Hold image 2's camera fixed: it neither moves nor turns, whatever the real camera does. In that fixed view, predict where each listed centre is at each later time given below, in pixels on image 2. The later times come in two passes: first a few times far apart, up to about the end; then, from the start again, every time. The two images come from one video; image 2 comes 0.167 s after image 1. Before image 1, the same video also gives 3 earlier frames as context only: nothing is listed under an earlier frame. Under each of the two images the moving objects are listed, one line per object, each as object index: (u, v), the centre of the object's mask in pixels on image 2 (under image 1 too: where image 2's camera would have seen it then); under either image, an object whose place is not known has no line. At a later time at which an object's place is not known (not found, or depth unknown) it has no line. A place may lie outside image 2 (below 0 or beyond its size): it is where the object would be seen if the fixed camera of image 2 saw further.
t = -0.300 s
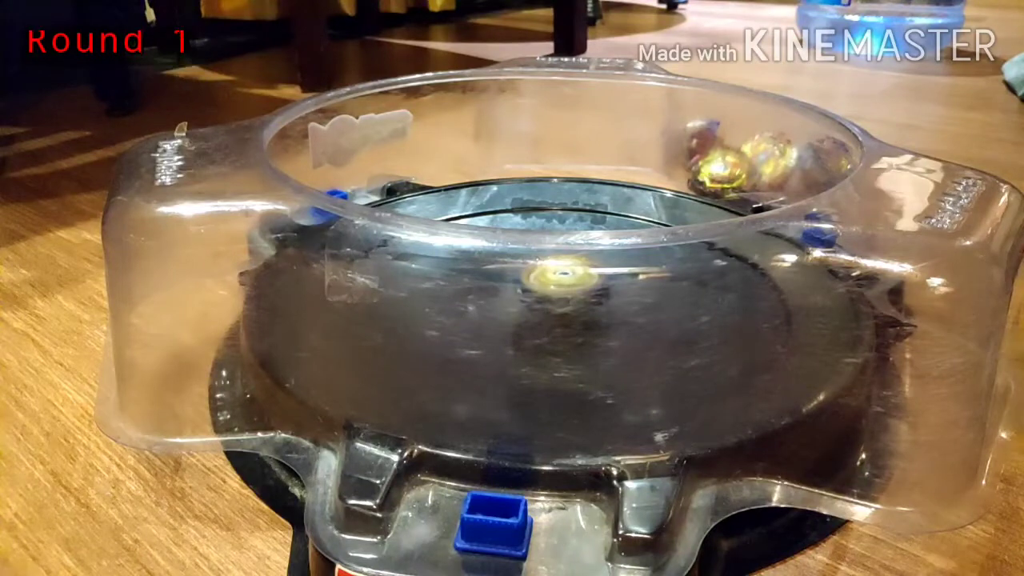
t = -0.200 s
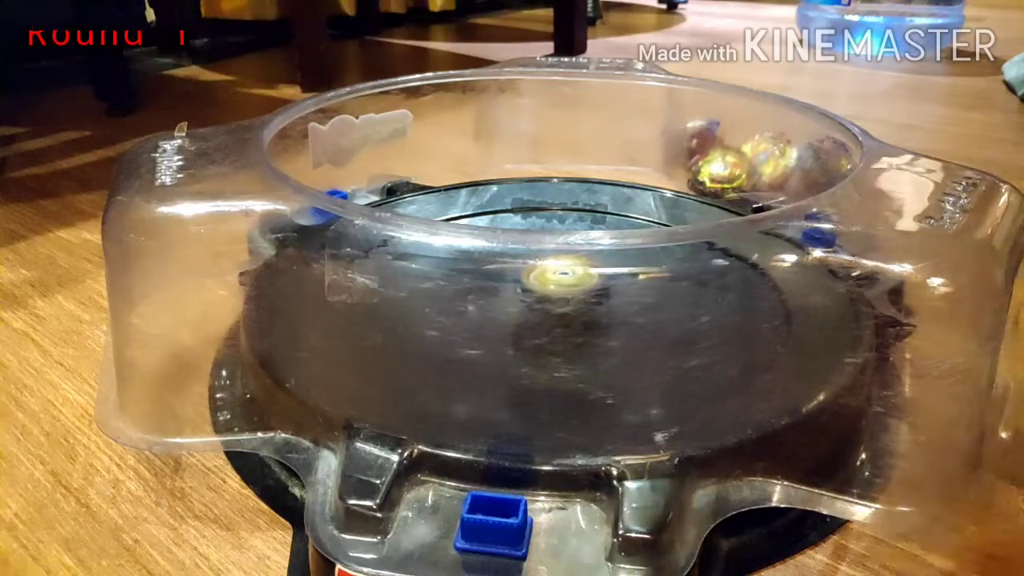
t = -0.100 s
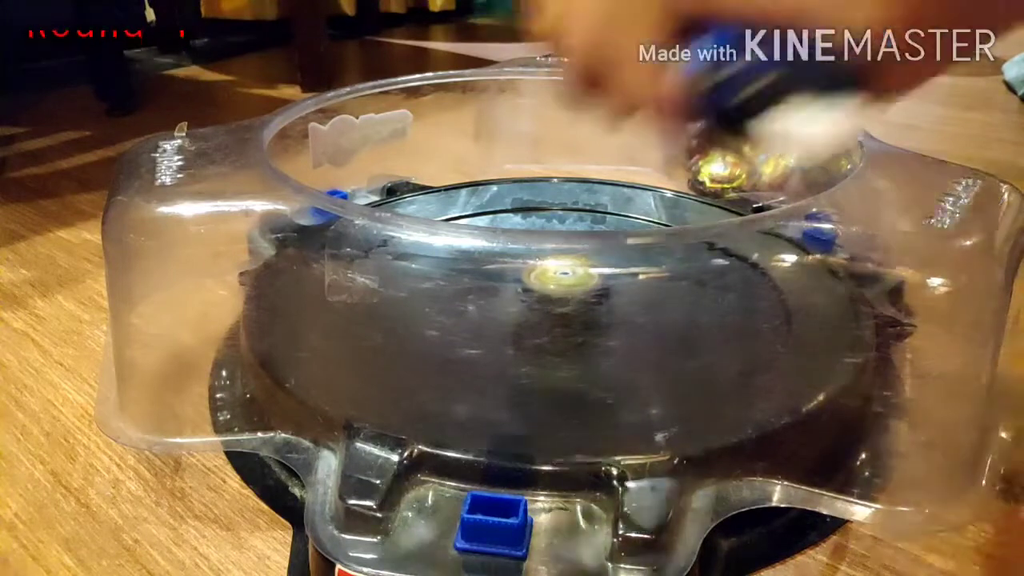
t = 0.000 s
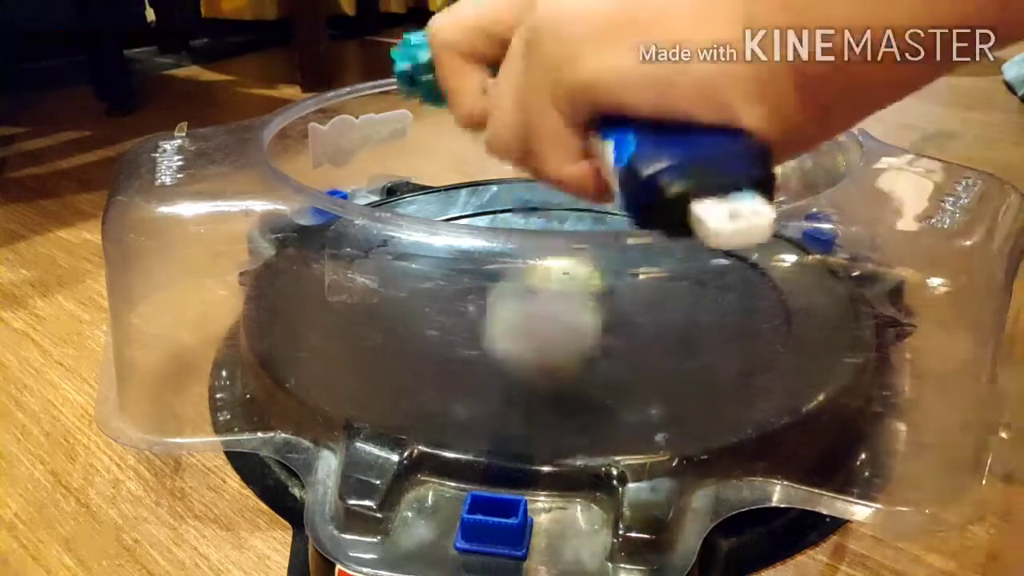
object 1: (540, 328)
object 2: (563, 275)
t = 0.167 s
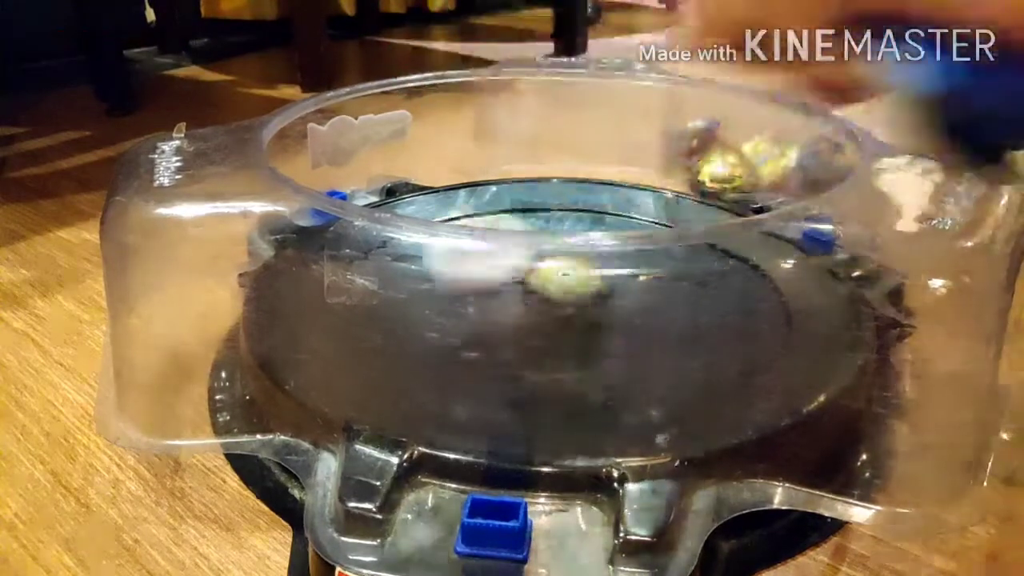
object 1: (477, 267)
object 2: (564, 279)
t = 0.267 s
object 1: (389, 264)
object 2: (616, 267)
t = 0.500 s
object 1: (368, 292)
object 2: (657, 262)
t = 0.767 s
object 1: (569, 327)
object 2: (614, 274)
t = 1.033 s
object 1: (556, 307)
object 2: (591, 261)
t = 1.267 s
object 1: (470, 275)
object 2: (600, 253)
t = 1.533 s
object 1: (421, 278)
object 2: (578, 268)
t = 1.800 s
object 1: (447, 290)
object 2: (558, 280)
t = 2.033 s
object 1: (452, 290)
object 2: (561, 285)
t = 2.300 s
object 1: (482, 295)
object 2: (592, 277)
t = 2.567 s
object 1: (486, 304)
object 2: (659, 263)
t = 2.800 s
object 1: (494, 303)
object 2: (668, 266)
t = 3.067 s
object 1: (483, 295)
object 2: (654, 260)
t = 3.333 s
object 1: (409, 303)
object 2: (650, 256)
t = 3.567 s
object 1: (459, 314)
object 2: (574, 268)
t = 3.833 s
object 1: (496, 300)
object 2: (517, 261)
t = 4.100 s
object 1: (550, 294)
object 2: (504, 248)
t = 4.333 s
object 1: (611, 277)
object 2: (505, 254)
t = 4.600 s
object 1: (625, 274)
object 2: (522, 273)
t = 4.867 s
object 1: (622, 269)
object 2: (549, 295)
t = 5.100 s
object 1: (627, 270)
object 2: (567, 321)
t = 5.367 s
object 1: (628, 282)
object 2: (579, 320)
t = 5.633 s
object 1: (626, 213)
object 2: (525, 337)
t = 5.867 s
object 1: (549, 205)
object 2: (533, 301)
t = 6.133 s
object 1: (523, 210)
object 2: (550, 266)
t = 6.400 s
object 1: (520, 212)
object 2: (597, 263)
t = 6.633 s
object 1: (531, 221)
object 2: (597, 273)
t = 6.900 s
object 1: (504, 224)
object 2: (620, 287)
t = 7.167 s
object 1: (493, 264)
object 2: (647, 288)
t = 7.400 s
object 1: (480, 263)
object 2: (657, 289)
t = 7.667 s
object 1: (489, 251)
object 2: (633, 286)
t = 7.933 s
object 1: (506, 265)
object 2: (607, 274)
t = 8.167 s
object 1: (485, 267)
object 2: (623, 272)
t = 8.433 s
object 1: (448, 270)
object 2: (617, 273)
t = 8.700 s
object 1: (439, 269)
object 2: (578, 273)
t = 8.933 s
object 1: (445, 270)
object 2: (566, 278)
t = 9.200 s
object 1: (435, 270)
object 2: (595, 282)
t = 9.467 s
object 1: (421, 270)
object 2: (622, 280)
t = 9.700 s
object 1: (427, 274)
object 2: (622, 273)
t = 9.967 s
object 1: (448, 284)
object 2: (585, 269)
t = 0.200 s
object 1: (454, 286)
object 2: (571, 279)
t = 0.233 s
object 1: (424, 269)
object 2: (591, 270)
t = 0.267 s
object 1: (389, 264)
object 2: (616, 267)
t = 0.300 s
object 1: (365, 275)
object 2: (632, 265)
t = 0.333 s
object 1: (349, 272)
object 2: (649, 260)
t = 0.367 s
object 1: (340, 272)
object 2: (655, 260)
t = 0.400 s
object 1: (337, 275)
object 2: (659, 260)
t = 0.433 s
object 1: (343, 278)
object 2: (660, 259)
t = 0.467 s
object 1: (352, 287)
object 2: (660, 260)
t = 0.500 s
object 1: (368, 292)
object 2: (657, 262)
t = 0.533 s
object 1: (389, 300)
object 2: (656, 262)
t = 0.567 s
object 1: (415, 312)
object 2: (653, 264)
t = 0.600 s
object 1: (441, 319)
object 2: (647, 266)
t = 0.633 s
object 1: (469, 325)
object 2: (640, 268)
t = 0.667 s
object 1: (498, 328)
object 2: (633, 270)
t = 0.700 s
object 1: (525, 330)
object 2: (628, 273)
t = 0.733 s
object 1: (549, 328)
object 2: (622, 274)
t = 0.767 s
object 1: (569, 327)
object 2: (614, 274)
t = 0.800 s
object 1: (583, 326)
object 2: (607, 274)
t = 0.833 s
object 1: (594, 323)
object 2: (602, 272)
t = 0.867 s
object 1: (597, 323)
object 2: (597, 270)
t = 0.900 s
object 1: (594, 324)
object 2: (595, 267)
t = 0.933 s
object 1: (588, 321)
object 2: (591, 265)
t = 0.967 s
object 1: (579, 318)
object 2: (591, 262)
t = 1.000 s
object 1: (568, 313)
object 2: (591, 261)
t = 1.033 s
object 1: (556, 307)
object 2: (591, 261)
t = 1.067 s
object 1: (544, 302)
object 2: (591, 261)
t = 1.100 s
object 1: (532, 295)
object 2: (591, 260)
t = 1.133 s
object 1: (514, 287)
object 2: (592, 261)
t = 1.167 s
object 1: (499, 281)
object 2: (593, 259)
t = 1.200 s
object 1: (488, 277)
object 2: (597, 253)
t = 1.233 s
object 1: (480, 276)
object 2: (598, 253)
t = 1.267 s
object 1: (470, 275)
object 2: (600, 253)
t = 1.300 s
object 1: (460, 274)
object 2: (598, 259)
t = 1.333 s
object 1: (450, 276)
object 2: (596, 260)
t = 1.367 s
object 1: (437, 275)
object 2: (594, 261)
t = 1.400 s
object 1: (426, 275)
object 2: (592, 261)
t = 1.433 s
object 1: (417, 277)
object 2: (588, 263)
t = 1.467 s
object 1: (414, 278)
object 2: (586, 264)
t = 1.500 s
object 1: (415, 278)
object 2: (581, 266)
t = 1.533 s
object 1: (421, 278)
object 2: (578, 268)
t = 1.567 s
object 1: (430, 281)
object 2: (574, 268)
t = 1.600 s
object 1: (436, 282)
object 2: (572, 270)
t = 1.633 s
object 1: (442, 283)
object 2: (569, 270)
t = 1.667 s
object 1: (445, 285)
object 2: (566, 271)
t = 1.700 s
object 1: (447, 287)
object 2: (564, 273)
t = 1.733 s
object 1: (448, 289)
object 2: (561, 275)
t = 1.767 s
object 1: (447, 290)
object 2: (559, 277)
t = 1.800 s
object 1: (447, 290)
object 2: (558, 280)
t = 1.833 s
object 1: (448, 291)
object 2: (558, 281)
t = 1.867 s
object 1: (448, 291)
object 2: (557, 283)
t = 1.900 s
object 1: (449, 292)
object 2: (557, 283)
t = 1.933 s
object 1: (449, 291)
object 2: (558, 284)
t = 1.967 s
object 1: (448, 291)
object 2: (559, 284)
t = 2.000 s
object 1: (449, 290)
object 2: (560, 285)
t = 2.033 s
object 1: (452, 290)
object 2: (561, 285)
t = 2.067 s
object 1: (454, 289)
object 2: (563, 285)
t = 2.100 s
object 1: (457, 287)
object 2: (565, 285)
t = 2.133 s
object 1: (453, 287)
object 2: (574, 286)
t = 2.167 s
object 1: (451, 288)
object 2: (582, 284)
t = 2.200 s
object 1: (455, 290)
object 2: (586, 281)
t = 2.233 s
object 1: (462, 293)
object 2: (589, 280)
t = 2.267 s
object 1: (474, 295)
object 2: (592, 279)
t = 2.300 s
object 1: (482, 295)
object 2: (592, 277)
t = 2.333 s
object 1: (490, 295)
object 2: (593, 277)
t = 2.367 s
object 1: (498, 296)
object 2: (594, 276)
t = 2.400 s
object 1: (505, 297)
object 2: (597, 276)
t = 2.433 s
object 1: (497, 297)
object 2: (616, 272)
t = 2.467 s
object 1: (491, 299)
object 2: (629, 271)
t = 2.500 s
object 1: (488, 301)
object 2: (642, 266)
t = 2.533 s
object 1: (487, 304)
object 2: (651, 264)
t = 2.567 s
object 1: (486, 304)
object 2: (659, 263)
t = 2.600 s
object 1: (486, 304)
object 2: (664, 263)
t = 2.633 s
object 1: (486, 304)
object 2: (668, 262)
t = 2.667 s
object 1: (486, 305)
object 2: (670, 263)
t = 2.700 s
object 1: (487, 305)
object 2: (671, 264)
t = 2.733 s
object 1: (488, 304)
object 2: (672, 264)
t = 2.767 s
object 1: (490, 305)
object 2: (670, 265)
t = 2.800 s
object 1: (494, 303)
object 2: (668, 266)
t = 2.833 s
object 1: (498, 302)
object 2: (664, 267)
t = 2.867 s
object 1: (505, 300)
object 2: (656, 268)
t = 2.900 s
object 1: (512, 300)
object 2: (649, 268)
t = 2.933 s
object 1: (520, 300)
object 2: (642, 269)
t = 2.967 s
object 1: (531, 299)
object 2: (636, 269)
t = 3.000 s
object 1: (538, 296)
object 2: (628, 270)
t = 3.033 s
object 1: (515, 295)
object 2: (641, 268)
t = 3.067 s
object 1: (483, 295)
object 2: (654, 260)
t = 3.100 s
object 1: (455, 295)
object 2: (665, 258)
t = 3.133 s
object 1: (434, 296)
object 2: (671, 254)
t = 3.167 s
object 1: (423, 296)
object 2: (674, 245)
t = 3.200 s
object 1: (416, 297)
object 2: (674, 245)
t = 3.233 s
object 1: (410, 299)
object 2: (673, 246)
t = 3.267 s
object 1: (408, 300)
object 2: (668, 246)
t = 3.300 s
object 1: (408, 301)
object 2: (661, 248)
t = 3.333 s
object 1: (409, 303)
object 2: (650, 256)
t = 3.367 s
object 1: (415, 308)
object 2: (644, 257)
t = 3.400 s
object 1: (418, 310)
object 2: (633, 258)
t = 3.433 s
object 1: (425, 313)
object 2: (625, 259)
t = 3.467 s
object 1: (431, 313)
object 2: (612, 261)
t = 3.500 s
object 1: (440, 314)
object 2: (598, 266)
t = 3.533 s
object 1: (449, 314)
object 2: (583, 267)
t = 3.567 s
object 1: (459, 314)
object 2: (574, 268)
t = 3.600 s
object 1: (467, 313)
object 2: (563, 268)
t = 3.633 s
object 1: (474, 311)
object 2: (555, 268)
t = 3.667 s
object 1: (479, 309)
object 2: (546, 268)
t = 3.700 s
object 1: (481, 307)
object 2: (538, 267)
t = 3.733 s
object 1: (484, 304)
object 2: (534, 265)
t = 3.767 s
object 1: (489, 301)
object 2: (525, 263)
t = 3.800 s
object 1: (493, 299)
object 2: (520, 261)
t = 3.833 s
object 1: (496, 300)
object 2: (517, 261)
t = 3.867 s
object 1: (501, 299)
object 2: (516, 253)
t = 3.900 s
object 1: (506, 299)
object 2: (511, 250)
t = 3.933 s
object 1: (513, 301)
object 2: (506, 248)
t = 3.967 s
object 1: (521, 300)
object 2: (506, 247)
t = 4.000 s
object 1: (533, 300)
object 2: (501, 257)
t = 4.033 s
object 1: (543, 299)
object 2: (504, 247)
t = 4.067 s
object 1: (548, 297)
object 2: (500, 259)
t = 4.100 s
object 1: (550, 294)
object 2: (504, 248)
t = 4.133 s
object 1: (557, 293)
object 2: (501, 259)
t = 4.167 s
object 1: (567, 289)
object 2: (501, 259)
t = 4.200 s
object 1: (577, 286)
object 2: (505, 248)
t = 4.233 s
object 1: (585, 284)
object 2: (506, 250)
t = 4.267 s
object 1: (595, 281)
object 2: (505, 252)
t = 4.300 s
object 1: (602, 279)
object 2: (505, 252)
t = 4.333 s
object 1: (611, 277)
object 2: (505, 254)
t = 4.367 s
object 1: (615, 276)
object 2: (506, 262)
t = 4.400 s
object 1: (617, 274)
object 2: (507, 263)
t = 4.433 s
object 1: (618, 274)
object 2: (512, 264)
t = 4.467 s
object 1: (618, 274)
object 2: (513, 265)
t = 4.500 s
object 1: (623, 273)
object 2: (511, 266)
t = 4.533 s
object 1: (625, 273)
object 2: (513, 268)
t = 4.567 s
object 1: (624, 273)
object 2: (518, 270)
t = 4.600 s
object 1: (625, 274)
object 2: (522, 273)
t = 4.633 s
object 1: (638, 275)
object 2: (516, 276)
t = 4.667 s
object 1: (644, 274)
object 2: (515, 276)
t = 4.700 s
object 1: (647, 274)
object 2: (516, 278)
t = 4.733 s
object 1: (647, 274)
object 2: (521, 285)
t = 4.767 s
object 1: (642, 274)
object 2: (527, 288)
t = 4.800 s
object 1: (635, 273)
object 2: (535, 290)
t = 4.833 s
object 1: (628, 271)
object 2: (543, 293)
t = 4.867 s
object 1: (622, 269)
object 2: (549, 295)
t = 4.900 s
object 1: (618, 268)
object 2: (558, 300)
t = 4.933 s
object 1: (615, 267)
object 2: (560, 303)
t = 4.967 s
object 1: (615, 267)
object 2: (562, 307)
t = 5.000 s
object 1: (616, 268)
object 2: (563, 310)
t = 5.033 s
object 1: (618, 268)
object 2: (563, 313)
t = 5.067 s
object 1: (623, 269)
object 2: (564, 315)
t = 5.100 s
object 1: (627, 270)
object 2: (567, 321)
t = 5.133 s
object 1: (628, 272)
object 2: (573, 324)
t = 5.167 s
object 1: (628, 273)
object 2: (575, 325)
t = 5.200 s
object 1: (629, 274)
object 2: (576, 326)
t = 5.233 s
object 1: (629, 275)
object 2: (577, 325)
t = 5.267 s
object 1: (629, 276)
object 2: (578, 325)
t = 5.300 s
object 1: (629, 277)
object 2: (576, 324)
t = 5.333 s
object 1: (629, 279)
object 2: (576, 322)
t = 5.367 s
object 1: (628, 282)
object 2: (579, 320)
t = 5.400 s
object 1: (629, 285)
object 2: (581, 318)
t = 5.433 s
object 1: (633, 283)
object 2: (581, 320)
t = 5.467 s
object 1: (643, 273)
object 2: (572, 336)
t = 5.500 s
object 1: (657, 262)
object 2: (557, 339)
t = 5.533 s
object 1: (653, 249)
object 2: (547, 340)
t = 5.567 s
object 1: (646, 230)
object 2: (540, 341)
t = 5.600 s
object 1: (633, 215)
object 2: (532, 340)
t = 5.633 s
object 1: (626, 213)
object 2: (525, 337)
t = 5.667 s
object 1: (615, 213)
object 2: (523, 334)
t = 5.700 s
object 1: (603, 210)
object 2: (522, 330)
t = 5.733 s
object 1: (592, 209)
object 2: (524, 324)
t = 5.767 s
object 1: (581, 208)
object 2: (523, 317)
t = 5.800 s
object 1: (569, 207)
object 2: (526, 311)
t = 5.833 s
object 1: (558, 206)
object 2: (530, 304)
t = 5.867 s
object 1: (549, 205)
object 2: (533, 301)
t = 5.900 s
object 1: (541, 206)
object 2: (534, 297)
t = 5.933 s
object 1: (535, 207)
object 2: (534, 293)
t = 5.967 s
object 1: (531, 207)
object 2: (532, 288)
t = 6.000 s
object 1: (529, 208)
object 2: (533, 284)
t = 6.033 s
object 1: (527, 208)
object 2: (534, 278)
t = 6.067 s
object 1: (525, 209)
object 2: (537, 273)
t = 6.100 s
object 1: (524, 210)
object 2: (543, 267)
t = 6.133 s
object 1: (523, 210)
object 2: (550, 266)
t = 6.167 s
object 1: (521, 208)
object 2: (558, 266)
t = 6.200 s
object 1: (519, 208)
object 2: (565, 264)
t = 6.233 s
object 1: (518, 208)
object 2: (572, 263)
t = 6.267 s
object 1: (517, 209)
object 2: (579, 263)
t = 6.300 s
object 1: (516, 209)
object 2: (582, 262)
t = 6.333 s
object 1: (517, 210)
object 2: (589, 262)
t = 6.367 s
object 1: (518, 211)
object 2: (594, 262)
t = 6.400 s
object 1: (520, 212)
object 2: (597, 263)
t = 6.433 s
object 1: (522, 214)
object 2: (599, 264)
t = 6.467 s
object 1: (524, 215)
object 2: (599, 265)
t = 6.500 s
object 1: (526, 217)
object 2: (598, 267)
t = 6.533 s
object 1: (529, 219)
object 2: (598, 269)
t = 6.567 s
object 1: (530, 219)
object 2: (596, 269)
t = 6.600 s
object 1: (530, 220)
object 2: (598, 271)
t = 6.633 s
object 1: (531, 221)
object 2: (597, 273)
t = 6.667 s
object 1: (530, 222)
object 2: (597, 275)
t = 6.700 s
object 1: (529, 223)
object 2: (594, 276)
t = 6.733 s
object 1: (523, 223)
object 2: (603, 279)
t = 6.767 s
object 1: (515, 223)
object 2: (615, 286)
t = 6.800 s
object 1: (512, 223)
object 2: (619, 287)
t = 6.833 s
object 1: (508, 223)
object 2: (620, 287)
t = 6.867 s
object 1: (505, 223)
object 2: (620, 287)
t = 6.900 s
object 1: (504, 224)
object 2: (620, 287)
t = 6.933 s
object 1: (511, 225)
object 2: (619, 288)
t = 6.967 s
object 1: (506, 224)
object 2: (618, 288)
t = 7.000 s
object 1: (509, 225)
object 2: (616, 287)
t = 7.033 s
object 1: (510, 265)
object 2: (614, 287)
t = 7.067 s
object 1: (513, 267)
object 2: (612, 286)
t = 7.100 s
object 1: (505, 264)
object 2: (624, 286)
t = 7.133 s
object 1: (497, 264)
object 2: (634, 286)
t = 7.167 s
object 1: (493, 264)
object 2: (647, 288)
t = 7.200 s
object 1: (489, 264)
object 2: (652, 288)
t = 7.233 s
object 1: (486, 263)
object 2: (656, 288)
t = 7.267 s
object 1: (483, 263)
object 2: (657, 288)
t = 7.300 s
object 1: (481, 263)
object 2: (657, 289)
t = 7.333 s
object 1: (480, 262)
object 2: (657, 288)
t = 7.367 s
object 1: (480, 263)
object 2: (657, 289)
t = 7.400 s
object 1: (480, 263)
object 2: (657, 289)
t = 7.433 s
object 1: (480, 262)
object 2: (656, 289)
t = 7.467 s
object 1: (480, 262)
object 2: (654, 289)
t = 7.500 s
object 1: (481, 255)
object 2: (652, 289)
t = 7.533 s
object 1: (481, 254)
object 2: (648, 288)
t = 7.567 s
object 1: (483, 253)
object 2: (645, 288)
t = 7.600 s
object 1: (484, 253)
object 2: (640, 288)
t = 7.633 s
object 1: (486, 252)
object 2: (636, 287)
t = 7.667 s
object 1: (489, 251)
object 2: (633, 286)
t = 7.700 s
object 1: (491, 251)
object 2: (628, 285)
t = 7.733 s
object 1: (495, 252)
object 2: (623, 283)
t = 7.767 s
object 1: (497, 252)
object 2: (618, 279)
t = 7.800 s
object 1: (501, 254)
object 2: (613, 277)
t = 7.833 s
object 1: (504, 253)
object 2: (607, 275)
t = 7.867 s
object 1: (508, 255)
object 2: (604, 274)
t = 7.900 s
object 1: (508, 257)
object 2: (604, 274)
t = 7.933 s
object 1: (506, 265)
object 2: (607, 274)
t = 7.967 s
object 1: (507, 265)
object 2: (608, 273)
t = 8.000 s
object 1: (508, 265)
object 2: (607, 272)
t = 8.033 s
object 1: (509, 267)
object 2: (605, 273)
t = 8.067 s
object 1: (507, 267)
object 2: (605, 273)
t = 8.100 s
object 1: (507, 268)
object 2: (605, 272)
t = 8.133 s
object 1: (499, 267)
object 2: (609, 271)
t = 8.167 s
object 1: (485, 267)
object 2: (623, 272)
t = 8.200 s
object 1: (476, 267)
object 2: (632, 270)
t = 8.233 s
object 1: (470, 268)
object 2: (636, 269)
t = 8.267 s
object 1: (466, 269)
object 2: (637, 270)
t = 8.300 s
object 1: (462, 269)
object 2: (636, 270)
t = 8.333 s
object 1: (459, 269)
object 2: (632, 271)
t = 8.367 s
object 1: (455, 269)
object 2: (628, 272)
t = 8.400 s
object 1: (452, 269)
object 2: (623, 273)
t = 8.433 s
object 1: (448, 270)
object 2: (617, 273)
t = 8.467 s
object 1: (446, 269)
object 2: (611, 273)
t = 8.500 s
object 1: (444, 269)
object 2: (604, 274)
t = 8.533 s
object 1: (442, 269)
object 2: (598, 273)
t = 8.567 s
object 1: (441, 269)
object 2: (592, 273)
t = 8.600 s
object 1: (440, 269)
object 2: (587, 274)
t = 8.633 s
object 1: (440, 269)
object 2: (583, 273)
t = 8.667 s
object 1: (439, 269)
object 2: (580, 273)
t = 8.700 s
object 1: (439, 269)
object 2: (578, 273)
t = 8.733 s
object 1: (439, 269)
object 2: (576, 273)
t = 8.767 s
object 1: (438, 269)
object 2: (574, 273)
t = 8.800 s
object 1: (439, 269)
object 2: (574, 273)
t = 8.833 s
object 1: (440, 269)
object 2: (571, 274)
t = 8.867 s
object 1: (441, 269)
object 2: (570, 275)
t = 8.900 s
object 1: (442, 269)
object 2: (568, 276)
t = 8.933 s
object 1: (445, 270)
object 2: (566, 278)
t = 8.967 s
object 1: (447, 271)
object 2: (564, 280)
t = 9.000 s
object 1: (450, 271)
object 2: (563, 280)
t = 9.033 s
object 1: (453, 271)
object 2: (563, 280)
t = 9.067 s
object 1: (456, 272)
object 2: (563, 281)
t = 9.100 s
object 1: (460, 273)
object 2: (562, 281)
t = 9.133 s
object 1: (454, 272)
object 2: (569, 282)
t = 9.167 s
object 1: (442, 270)
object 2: (585, 285)
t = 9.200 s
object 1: (435, 270)
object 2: (595, 282)
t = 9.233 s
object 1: (430, 269)
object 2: (601, 283)
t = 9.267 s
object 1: (428, 269)
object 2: (605, 283)
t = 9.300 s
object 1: (426, 269)
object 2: (610, 282)
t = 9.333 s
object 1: (424, 270)
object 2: (615, 282)
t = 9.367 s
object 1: (423, 270)
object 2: (618, 281)
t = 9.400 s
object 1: (422, 270)
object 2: (619, 281)
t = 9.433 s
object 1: (422, 270)
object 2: (620, 280)
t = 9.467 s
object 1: (421, 270)
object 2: (622, 280)
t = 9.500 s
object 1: (421, 271)
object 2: (622, 278)
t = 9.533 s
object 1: (421, 272)
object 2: (625, 278)
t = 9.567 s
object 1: (422, 272)
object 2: (625, 278)
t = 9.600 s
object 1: (423, 273)
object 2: (625, 277)
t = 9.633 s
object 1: (424, 273)
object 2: (624, 275)
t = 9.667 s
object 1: (425, 274)
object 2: (624, 273)
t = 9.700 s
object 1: (427, 274)
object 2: (622, 273)
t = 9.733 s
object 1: (430, 276)
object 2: (618, 272)
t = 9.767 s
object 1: (433, 278)
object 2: (614, 271)
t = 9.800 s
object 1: (435, 278)
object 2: (610, 271)
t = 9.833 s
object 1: (437, 279)
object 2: (606, 270)
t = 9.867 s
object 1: (440, 280)
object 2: (601, 270)
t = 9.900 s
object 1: (442, 280)
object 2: (597, 270)
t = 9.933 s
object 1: (445, 282)
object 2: (590, 269)
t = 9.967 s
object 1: (448, 284)
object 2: (585, 269)
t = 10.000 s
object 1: (450, 288)
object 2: (579, 269)
